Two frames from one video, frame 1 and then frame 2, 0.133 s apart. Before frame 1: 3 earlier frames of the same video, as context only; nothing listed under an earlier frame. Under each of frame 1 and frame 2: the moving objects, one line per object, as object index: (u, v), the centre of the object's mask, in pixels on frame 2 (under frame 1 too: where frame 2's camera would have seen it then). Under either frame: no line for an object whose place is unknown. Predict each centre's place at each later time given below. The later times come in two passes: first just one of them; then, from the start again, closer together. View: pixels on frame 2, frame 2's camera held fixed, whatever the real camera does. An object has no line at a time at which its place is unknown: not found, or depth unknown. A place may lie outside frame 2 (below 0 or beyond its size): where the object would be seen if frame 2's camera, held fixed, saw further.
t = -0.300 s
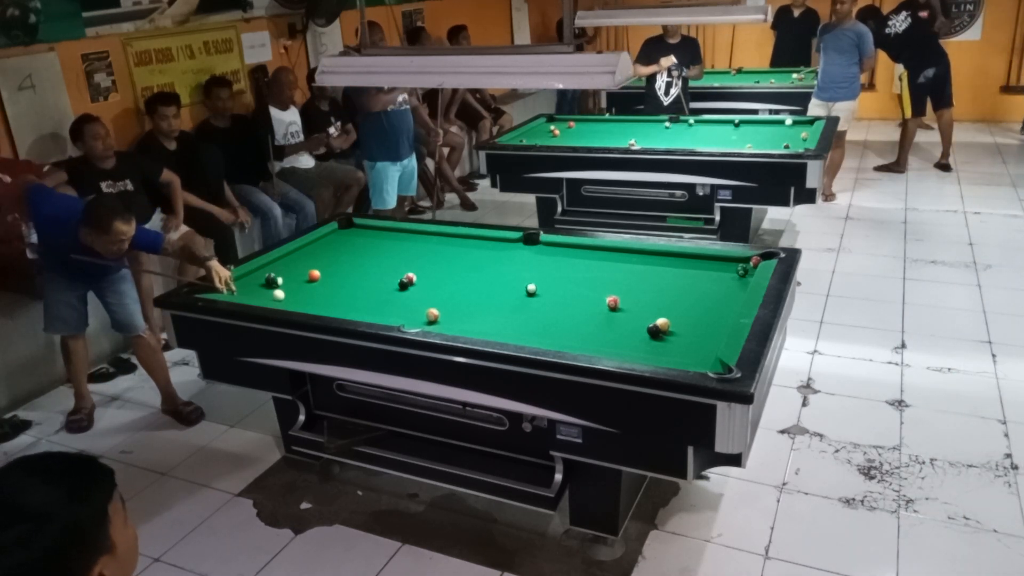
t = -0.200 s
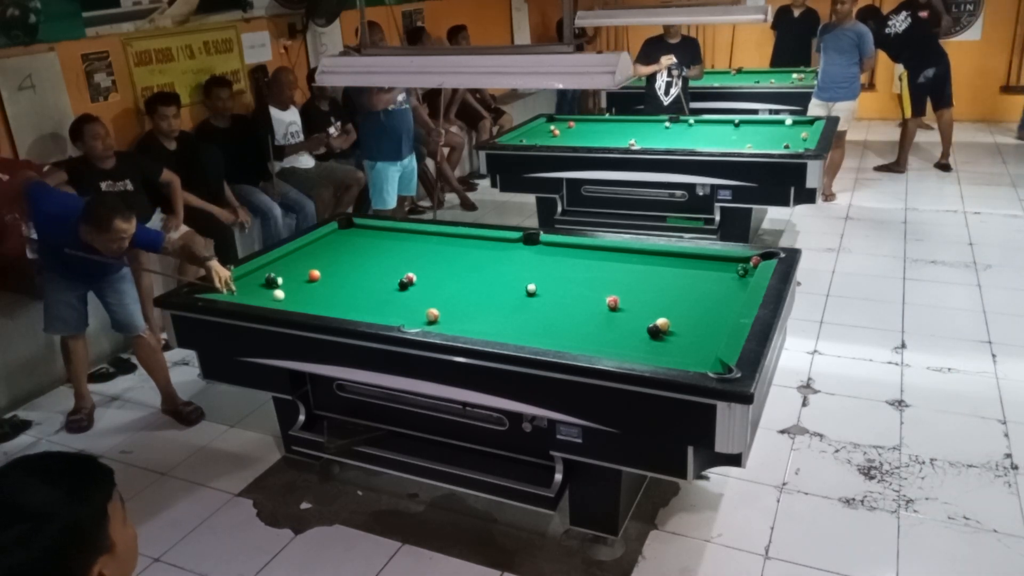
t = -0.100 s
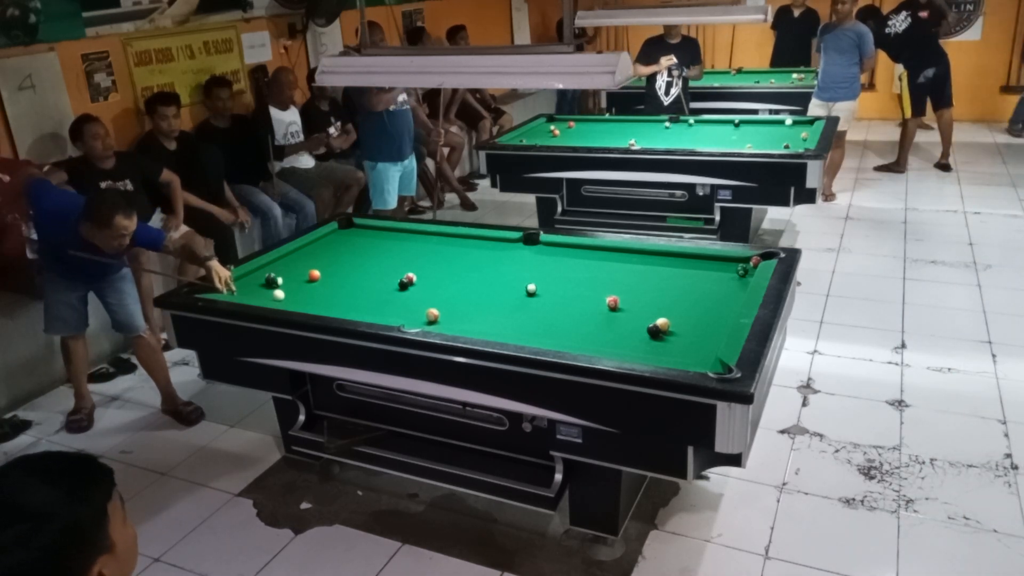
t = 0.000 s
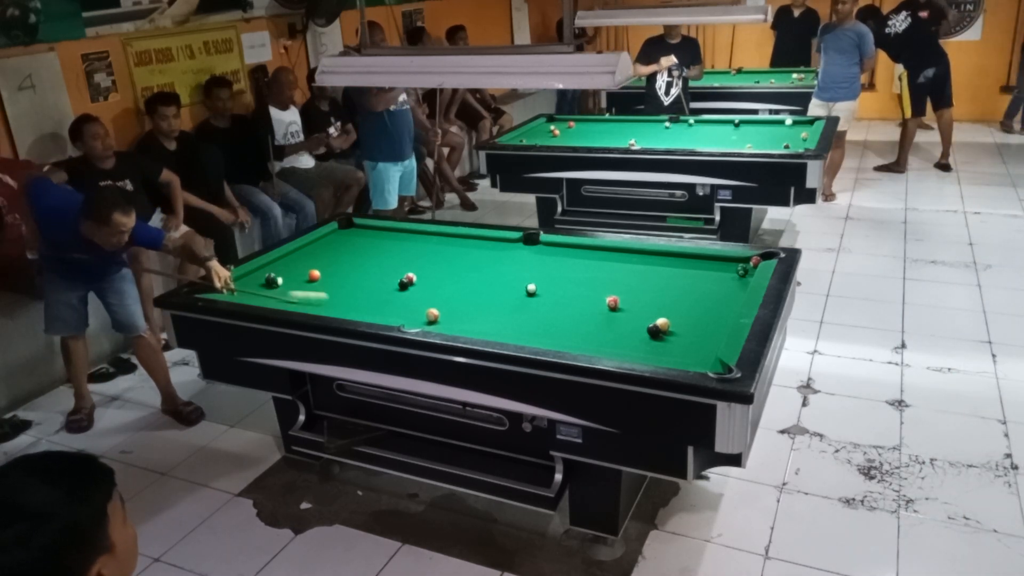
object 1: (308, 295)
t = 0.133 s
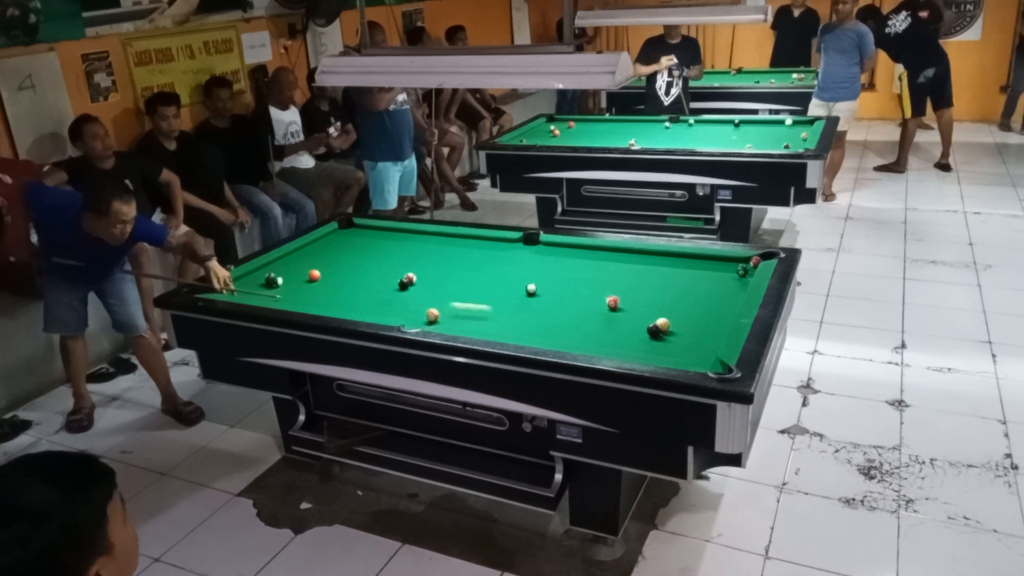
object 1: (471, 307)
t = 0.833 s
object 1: (405, 305)
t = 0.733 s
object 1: (449, 310)
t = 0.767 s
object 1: (434, 306)
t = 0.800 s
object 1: (419, 306)
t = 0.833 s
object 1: (405, 305)
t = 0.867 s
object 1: (391, 303)
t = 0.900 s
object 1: (377, 302)
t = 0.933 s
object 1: (364, 300)
